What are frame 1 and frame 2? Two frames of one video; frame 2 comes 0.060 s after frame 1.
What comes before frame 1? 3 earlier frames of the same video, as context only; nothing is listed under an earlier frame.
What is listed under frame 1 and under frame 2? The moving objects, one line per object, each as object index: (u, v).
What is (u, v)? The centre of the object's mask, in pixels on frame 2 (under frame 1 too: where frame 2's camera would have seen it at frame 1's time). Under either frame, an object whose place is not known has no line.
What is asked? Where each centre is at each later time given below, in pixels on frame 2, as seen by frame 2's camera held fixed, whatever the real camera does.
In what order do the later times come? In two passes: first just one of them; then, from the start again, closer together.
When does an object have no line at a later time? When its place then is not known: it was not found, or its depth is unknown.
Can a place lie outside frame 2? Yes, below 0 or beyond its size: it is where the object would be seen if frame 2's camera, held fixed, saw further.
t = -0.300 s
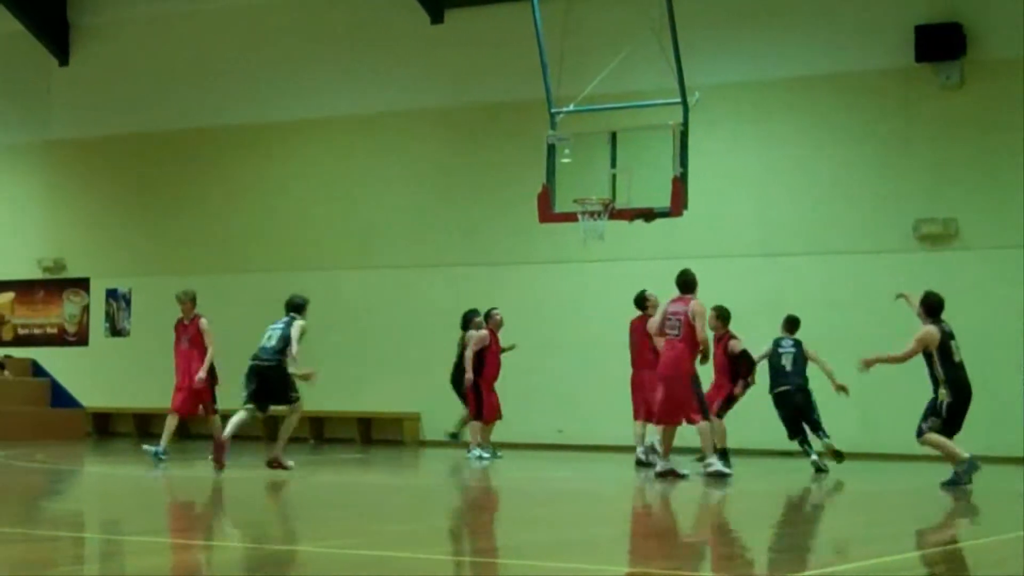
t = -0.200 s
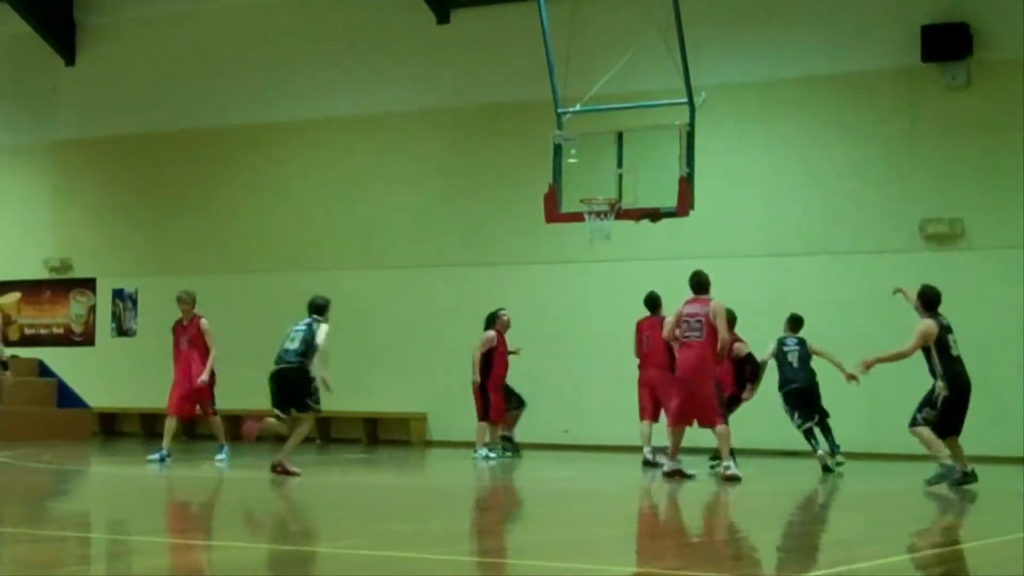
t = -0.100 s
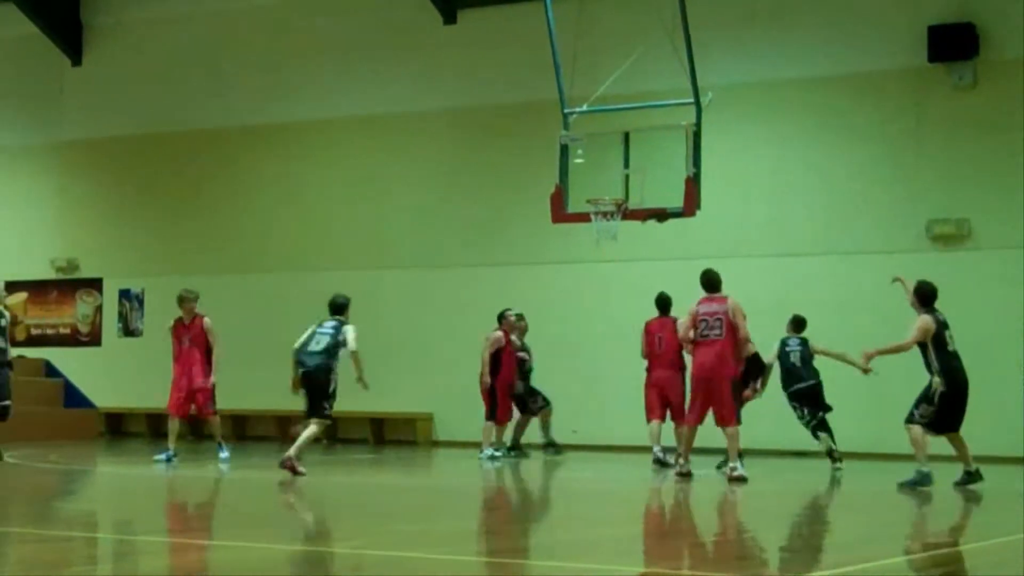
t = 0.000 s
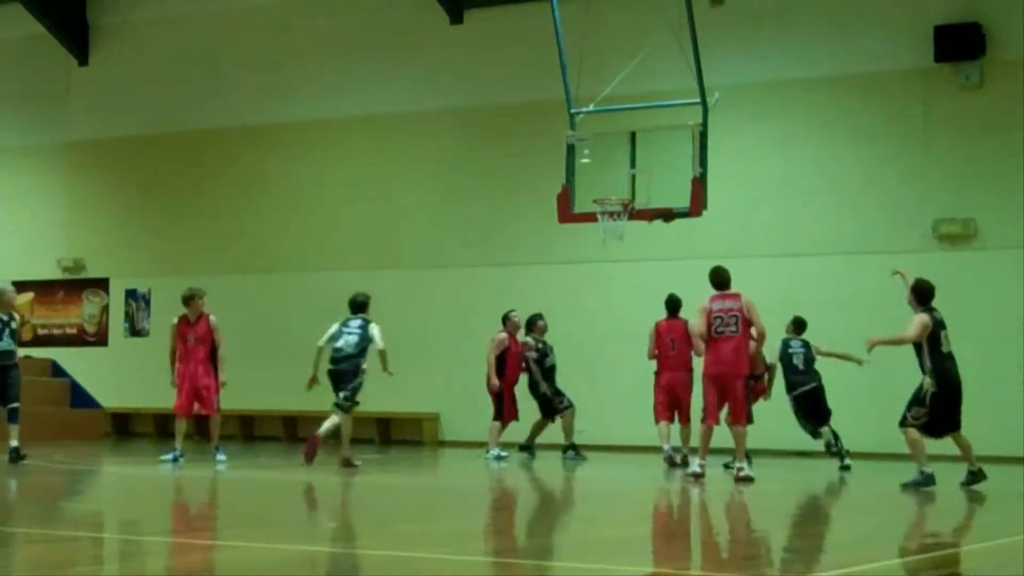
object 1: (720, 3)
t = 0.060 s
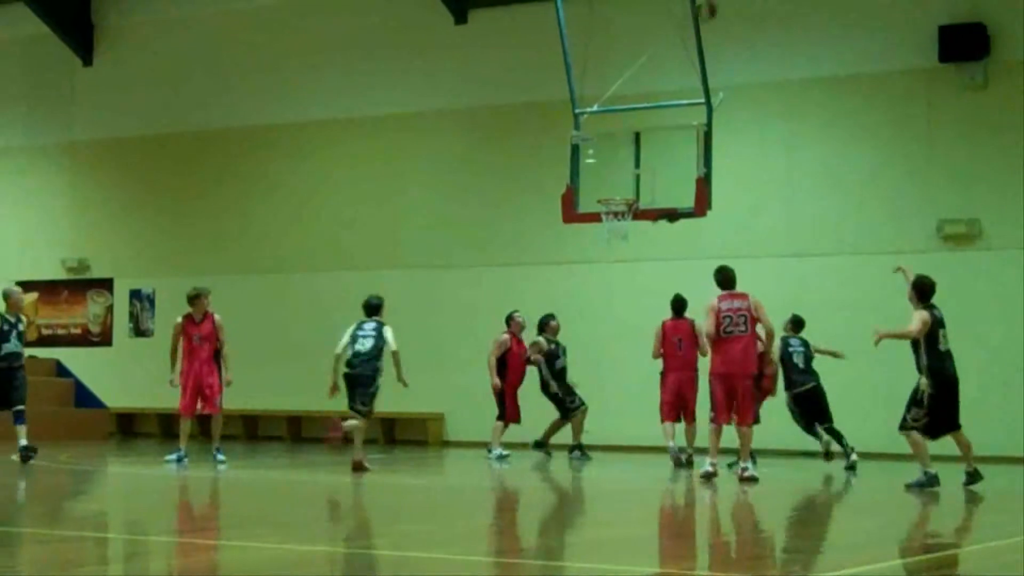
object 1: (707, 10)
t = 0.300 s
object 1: (658, 91)
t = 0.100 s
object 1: (698, 19)
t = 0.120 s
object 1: (694, 26)
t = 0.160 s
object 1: (686, 38)
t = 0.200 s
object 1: (679, 51)
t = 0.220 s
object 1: (674, 59)
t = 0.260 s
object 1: (666, 75)
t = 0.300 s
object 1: (658, 91)
